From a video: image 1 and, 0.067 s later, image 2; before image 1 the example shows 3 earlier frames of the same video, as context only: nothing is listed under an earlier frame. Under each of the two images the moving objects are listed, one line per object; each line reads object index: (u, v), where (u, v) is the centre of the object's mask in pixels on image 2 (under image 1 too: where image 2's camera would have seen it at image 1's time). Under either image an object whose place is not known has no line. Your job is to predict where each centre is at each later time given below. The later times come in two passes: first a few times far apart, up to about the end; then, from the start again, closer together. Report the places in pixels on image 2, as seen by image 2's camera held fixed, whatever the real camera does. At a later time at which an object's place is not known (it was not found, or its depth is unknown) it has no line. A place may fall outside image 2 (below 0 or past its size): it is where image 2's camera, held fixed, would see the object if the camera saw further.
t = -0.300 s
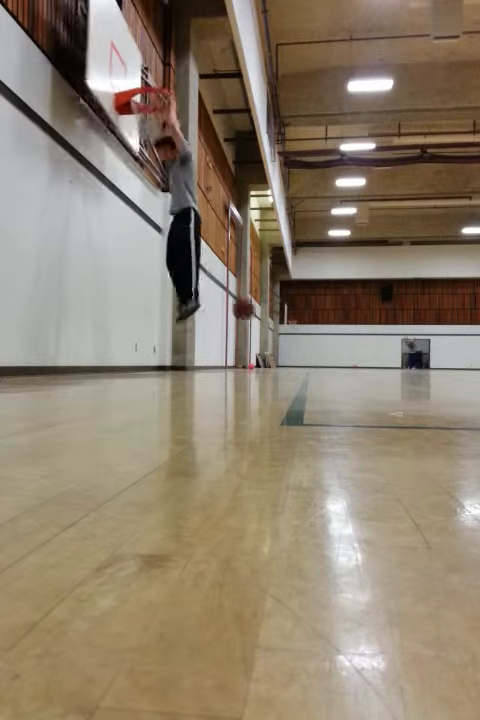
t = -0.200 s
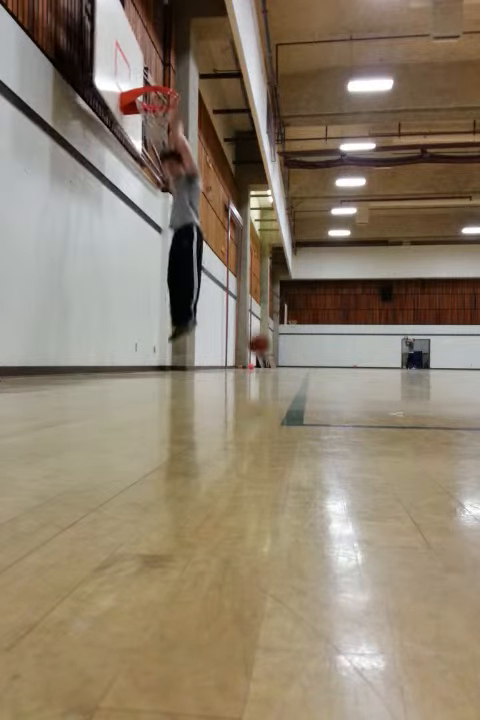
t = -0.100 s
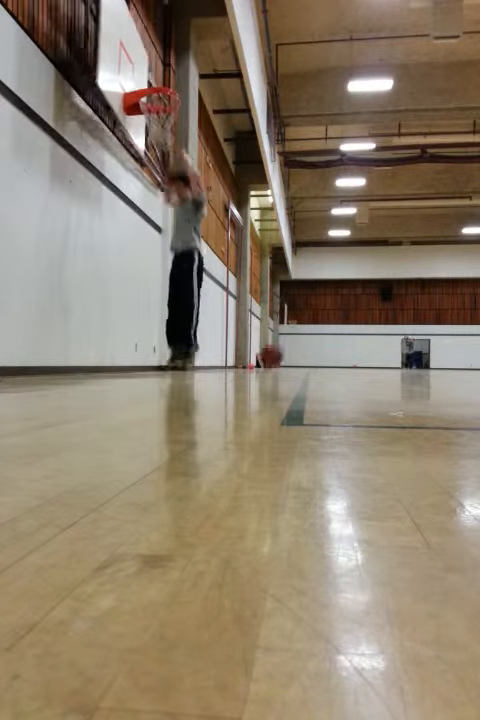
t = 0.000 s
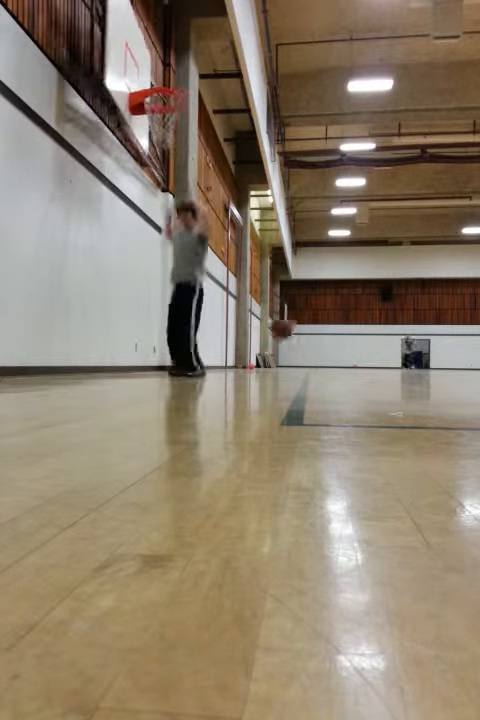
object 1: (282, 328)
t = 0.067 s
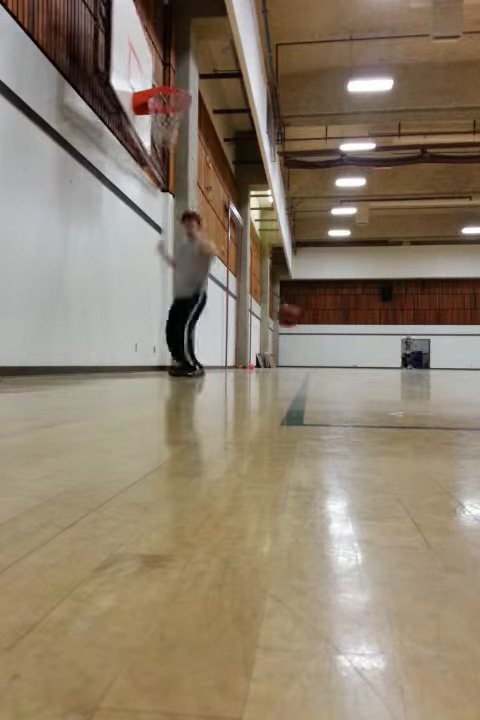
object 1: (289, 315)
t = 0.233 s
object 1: (302, 301)
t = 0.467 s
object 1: (323, 323)
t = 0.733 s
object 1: (344, 346)
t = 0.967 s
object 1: (363, 325)
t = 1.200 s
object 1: (381, 351)
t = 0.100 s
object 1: (294, 308)
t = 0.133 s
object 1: (294, 305)
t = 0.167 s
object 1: (297, 302)
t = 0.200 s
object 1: (300, 302)
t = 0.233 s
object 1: (302, 301)
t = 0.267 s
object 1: (306, 302)
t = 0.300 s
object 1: (309, 303)
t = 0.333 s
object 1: (311, 304)
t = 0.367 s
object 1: (313, 306)
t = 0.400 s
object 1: (315, 311)
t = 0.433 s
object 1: (319, 317)
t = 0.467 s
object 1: (323, 323)
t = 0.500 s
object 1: (325, 331)
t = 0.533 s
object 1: (328, 339)
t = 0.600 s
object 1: (333, 358)
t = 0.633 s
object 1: (336, 367)
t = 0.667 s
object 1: (339, 360)
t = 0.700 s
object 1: (341, 353)
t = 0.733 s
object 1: (344, 346)
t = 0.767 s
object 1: (346, 341)
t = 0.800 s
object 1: (350, 336)
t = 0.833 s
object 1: (353, 331)
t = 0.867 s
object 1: (356, 328)
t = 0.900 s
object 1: (358, 327)
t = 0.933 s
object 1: (361, 326)
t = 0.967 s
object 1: (363, 325)
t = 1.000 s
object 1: (366, 325)
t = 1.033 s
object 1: (369, 327)
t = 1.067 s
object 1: (371, 330)
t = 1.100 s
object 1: (374, 334)
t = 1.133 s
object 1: (376, 338)
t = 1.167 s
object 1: (379, 345)
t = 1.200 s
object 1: (381, 351)
